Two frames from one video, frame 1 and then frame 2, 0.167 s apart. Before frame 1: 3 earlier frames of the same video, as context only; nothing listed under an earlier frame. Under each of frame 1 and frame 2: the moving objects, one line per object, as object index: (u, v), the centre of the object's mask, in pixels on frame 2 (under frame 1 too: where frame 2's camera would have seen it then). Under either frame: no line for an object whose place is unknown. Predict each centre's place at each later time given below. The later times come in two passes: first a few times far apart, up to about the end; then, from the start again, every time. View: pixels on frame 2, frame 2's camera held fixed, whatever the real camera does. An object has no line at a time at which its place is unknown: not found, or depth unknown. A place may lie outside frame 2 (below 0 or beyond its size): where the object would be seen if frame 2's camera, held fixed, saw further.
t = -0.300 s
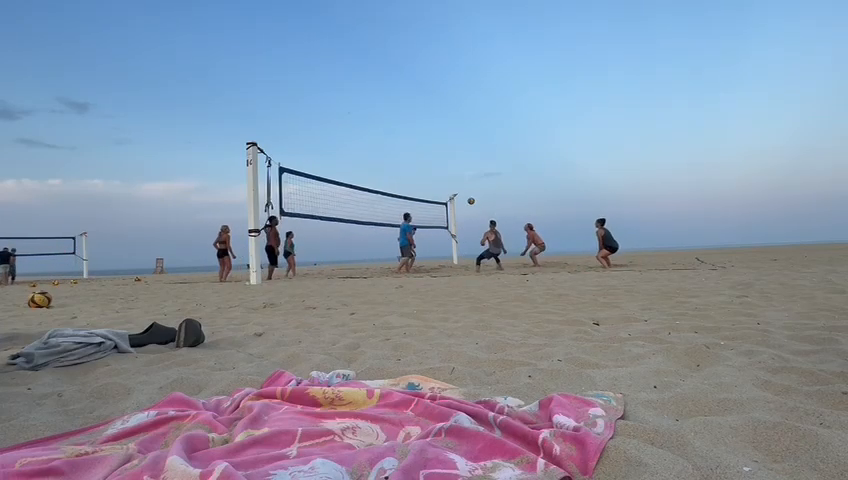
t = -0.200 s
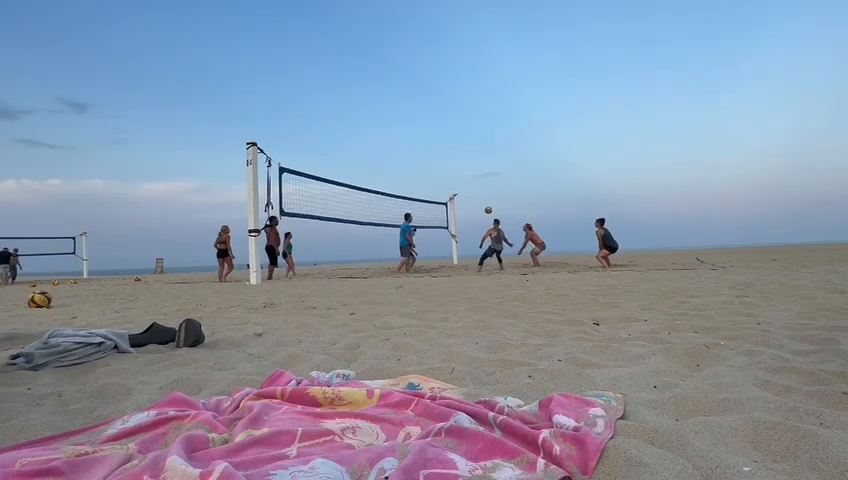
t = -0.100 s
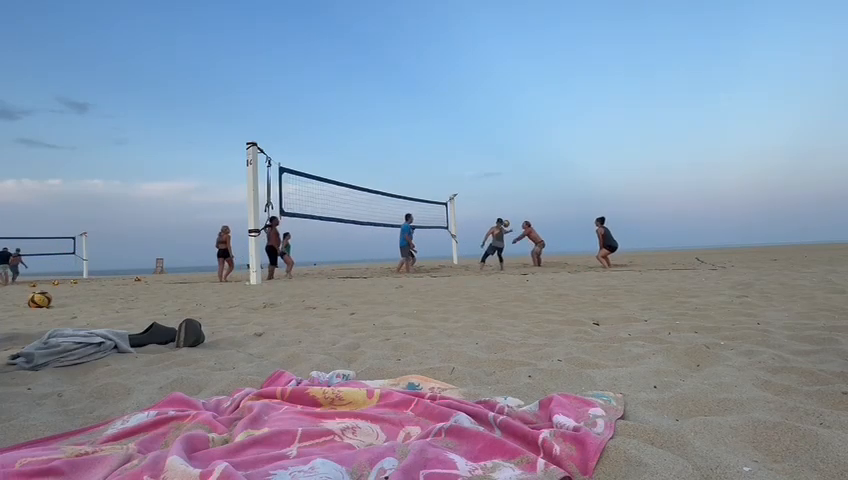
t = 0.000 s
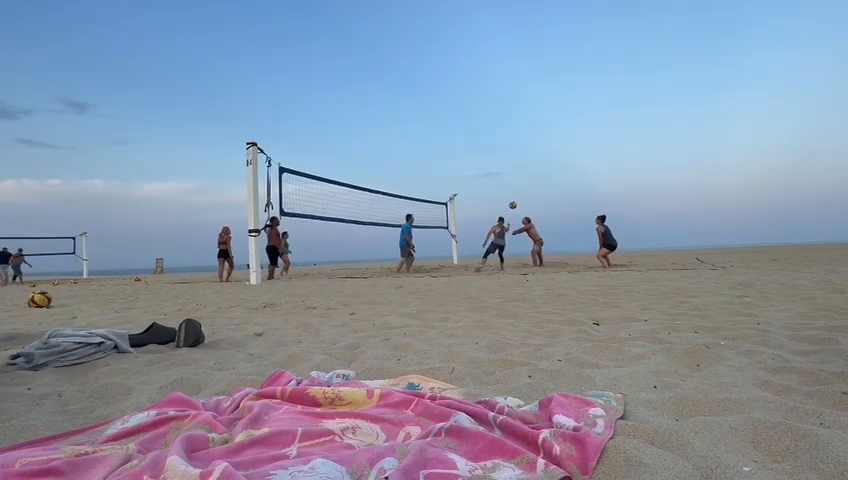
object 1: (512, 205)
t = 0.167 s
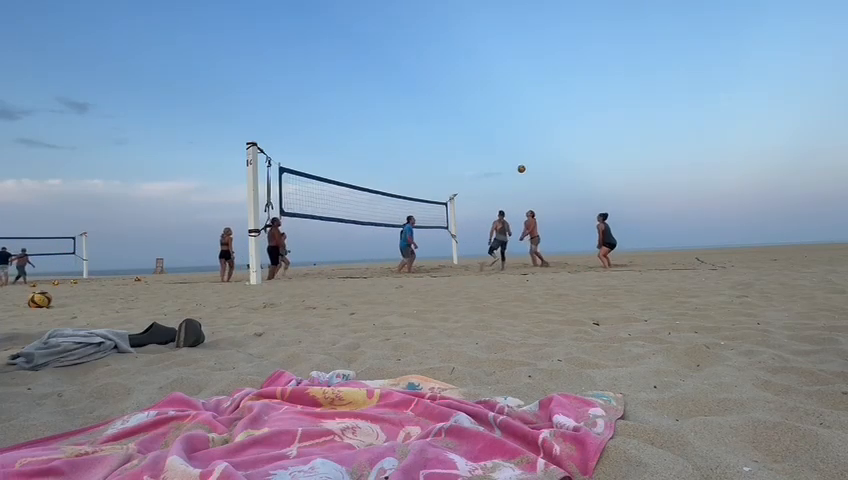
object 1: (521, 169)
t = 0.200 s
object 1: (523, 162)
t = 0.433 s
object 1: (536, 128)
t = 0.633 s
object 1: (548, 114)
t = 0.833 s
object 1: (561, 116)
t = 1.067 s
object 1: (578, 142)
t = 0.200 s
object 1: (523, 162)
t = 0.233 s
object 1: (524, 156)
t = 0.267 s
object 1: (526, 151)
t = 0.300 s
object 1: (528, 145)
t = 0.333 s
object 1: (530, 141)
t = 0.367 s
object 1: (532, 136)
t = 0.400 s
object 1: (534, 132)
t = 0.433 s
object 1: (536, 128)
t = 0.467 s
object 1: (537, 125)
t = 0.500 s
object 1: (539, 122)
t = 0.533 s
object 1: (542, 119)
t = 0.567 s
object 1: (544, 117)
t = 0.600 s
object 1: (546, 116)
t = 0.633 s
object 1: (548, 114)
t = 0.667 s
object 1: (550, 113)
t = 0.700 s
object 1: (552, 113)
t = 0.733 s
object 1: (554, 113)
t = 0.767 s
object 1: (556, 113)
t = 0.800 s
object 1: (558, 115)
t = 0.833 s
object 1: (561, 116)
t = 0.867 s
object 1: (563, 118)
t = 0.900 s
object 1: (566, 121)
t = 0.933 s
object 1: (568, 124)
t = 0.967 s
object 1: (570, 128)
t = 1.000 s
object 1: (573, 132)
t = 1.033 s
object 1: (576, 137)
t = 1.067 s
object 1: (578, 142)
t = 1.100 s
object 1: (581, 148)
